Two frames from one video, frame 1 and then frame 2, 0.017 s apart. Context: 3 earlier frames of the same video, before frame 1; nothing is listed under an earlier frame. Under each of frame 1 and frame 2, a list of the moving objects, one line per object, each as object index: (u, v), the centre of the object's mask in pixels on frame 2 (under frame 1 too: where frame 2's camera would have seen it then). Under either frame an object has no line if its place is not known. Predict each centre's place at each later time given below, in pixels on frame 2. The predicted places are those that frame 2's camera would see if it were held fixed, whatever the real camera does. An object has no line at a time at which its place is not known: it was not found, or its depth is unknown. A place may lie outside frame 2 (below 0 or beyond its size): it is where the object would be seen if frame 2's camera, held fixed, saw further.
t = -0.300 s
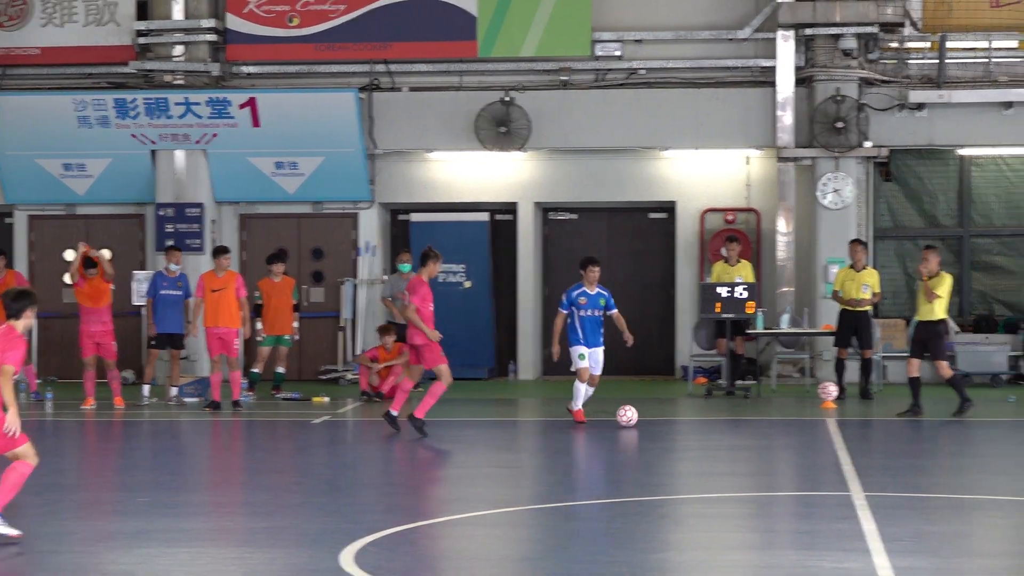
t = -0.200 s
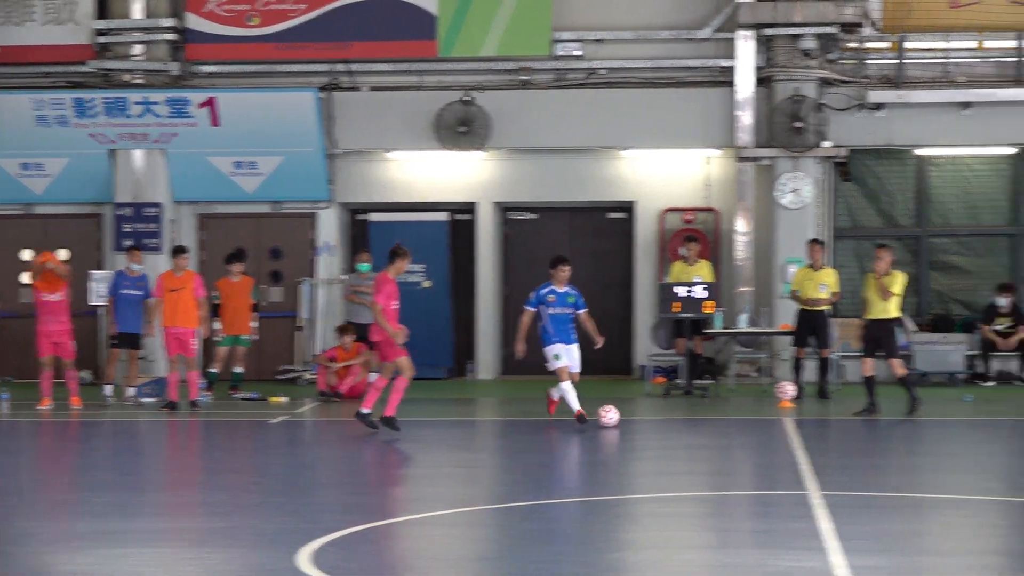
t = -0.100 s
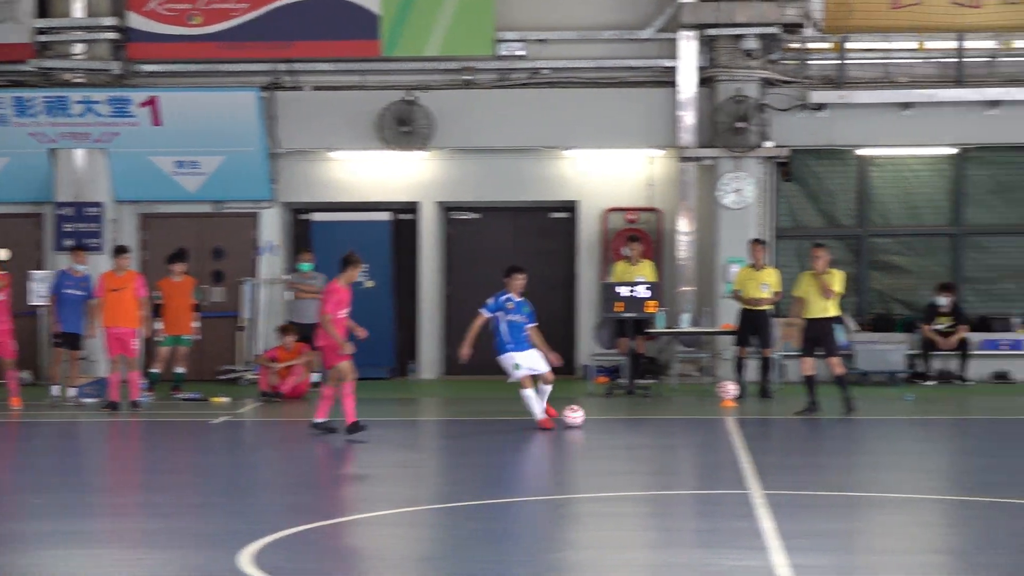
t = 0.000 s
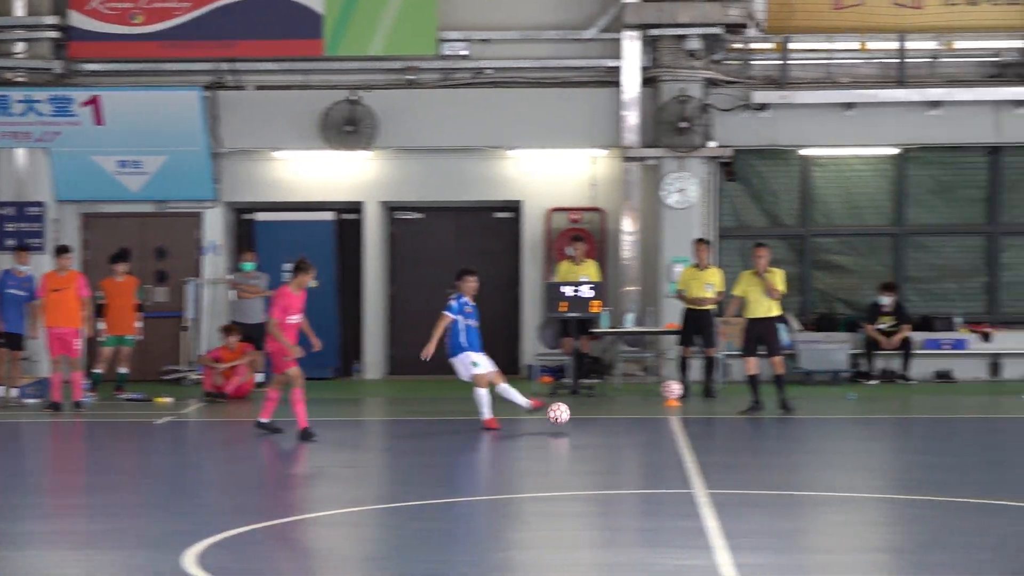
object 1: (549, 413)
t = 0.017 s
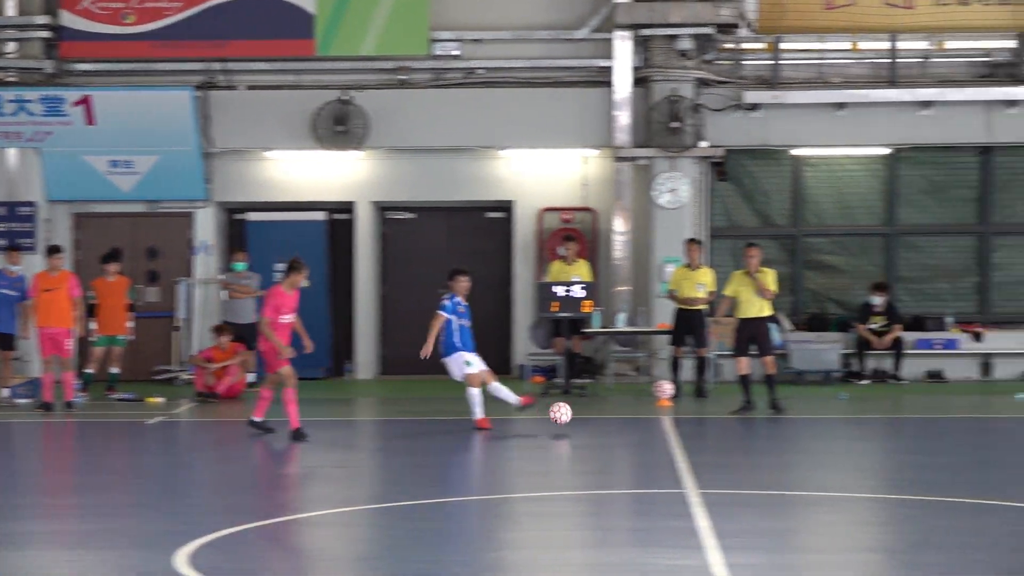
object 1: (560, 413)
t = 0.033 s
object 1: (571, 413)
